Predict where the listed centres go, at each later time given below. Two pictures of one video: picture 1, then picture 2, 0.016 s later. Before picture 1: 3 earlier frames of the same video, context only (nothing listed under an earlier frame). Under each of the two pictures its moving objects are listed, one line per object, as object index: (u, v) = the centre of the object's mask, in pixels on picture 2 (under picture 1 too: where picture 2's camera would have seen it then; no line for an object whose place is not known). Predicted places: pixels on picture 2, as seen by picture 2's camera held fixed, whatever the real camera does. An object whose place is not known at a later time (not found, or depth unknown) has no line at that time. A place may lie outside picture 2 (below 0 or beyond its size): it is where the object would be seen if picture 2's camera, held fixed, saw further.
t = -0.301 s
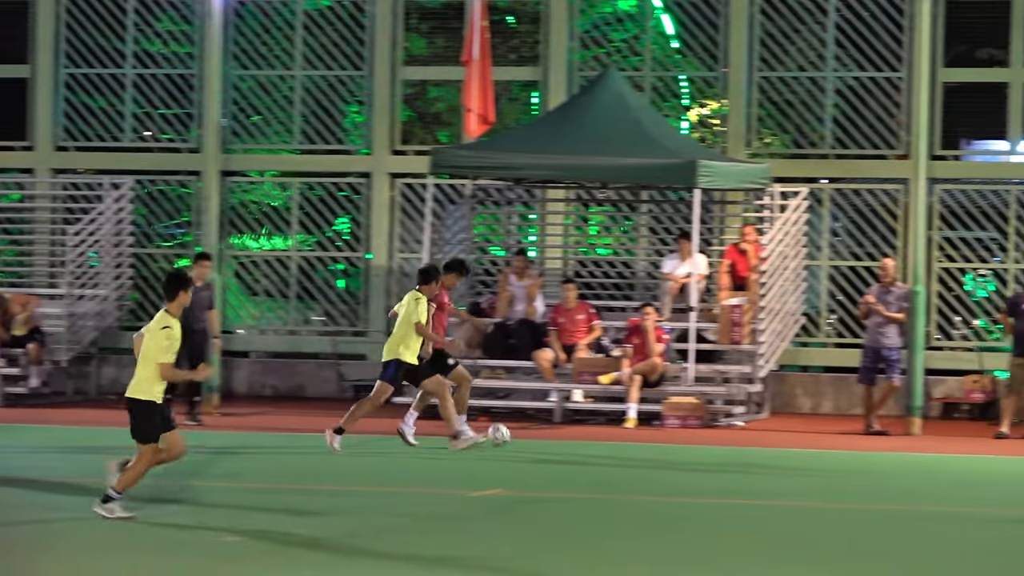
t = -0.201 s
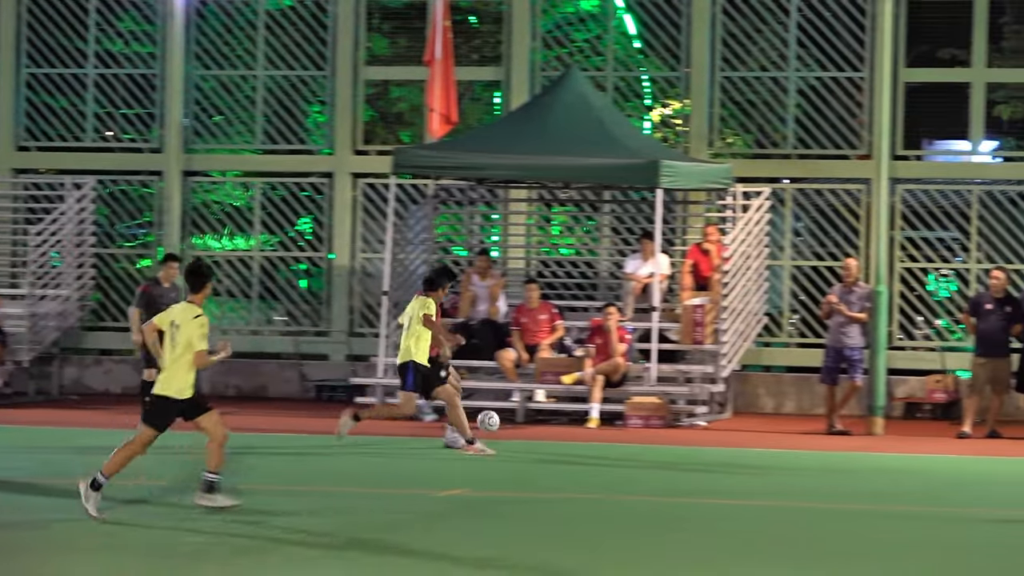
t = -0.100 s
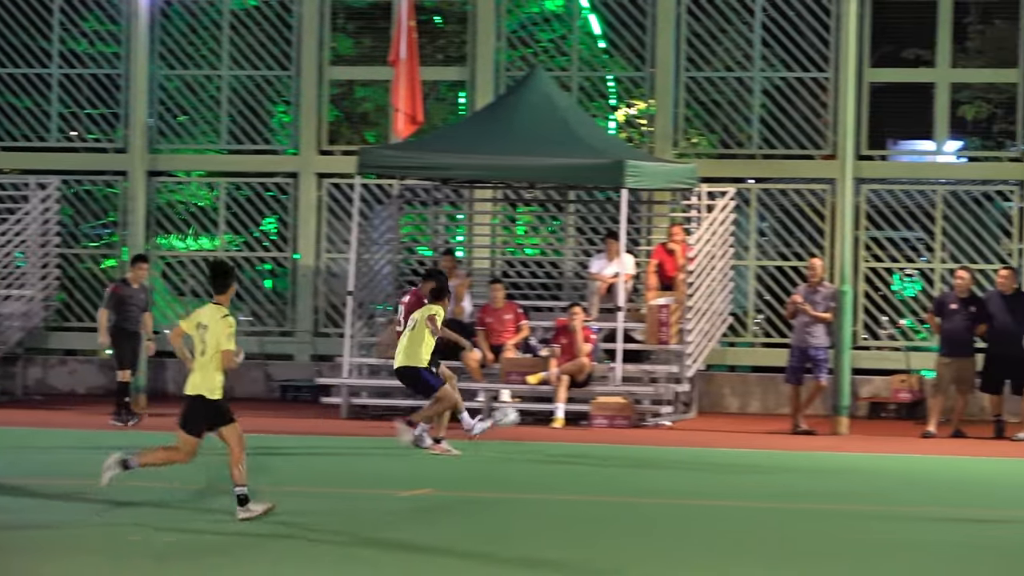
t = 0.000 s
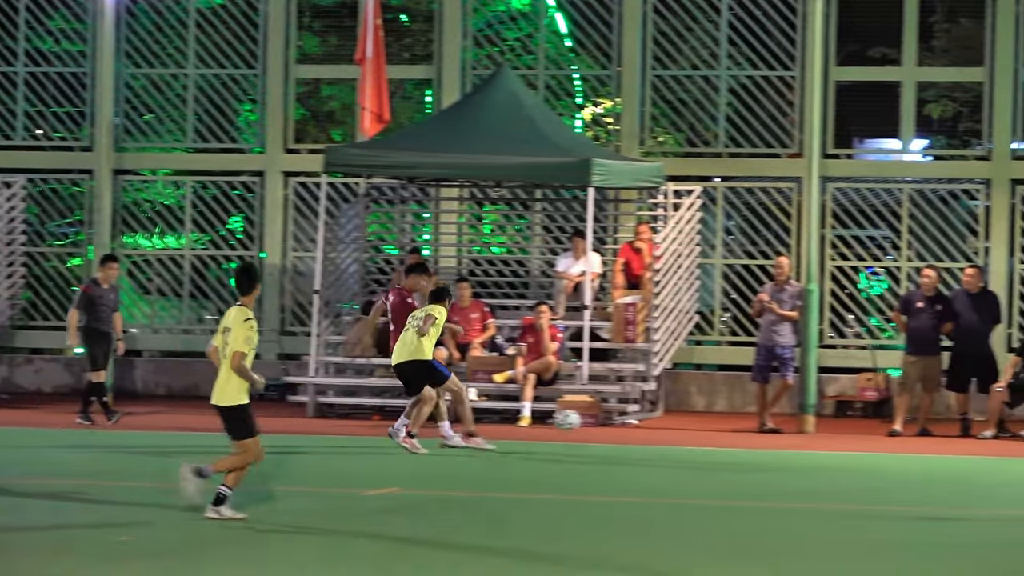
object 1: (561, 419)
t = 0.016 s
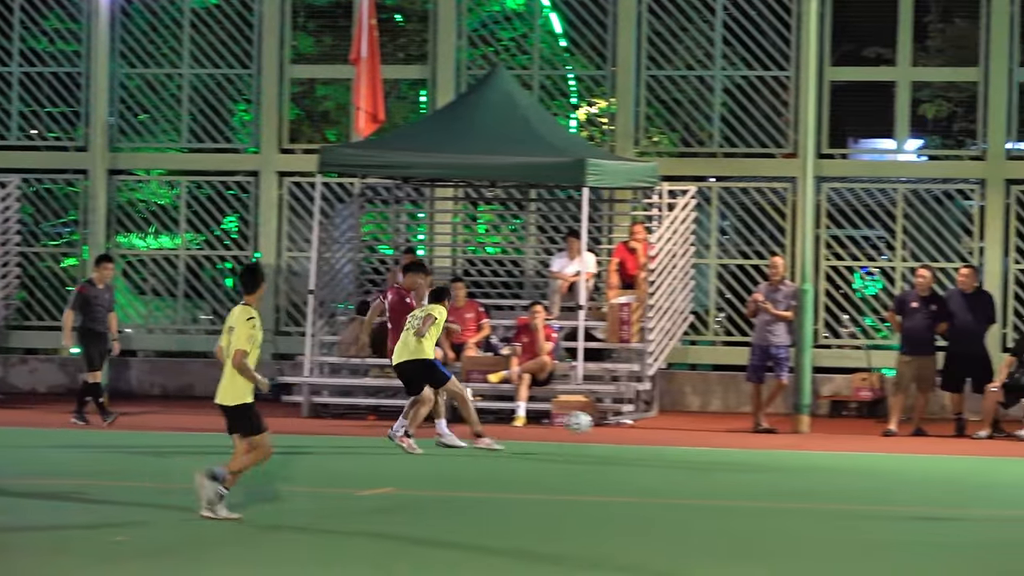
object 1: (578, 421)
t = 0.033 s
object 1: (595, 424)
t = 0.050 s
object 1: (612, 427)
